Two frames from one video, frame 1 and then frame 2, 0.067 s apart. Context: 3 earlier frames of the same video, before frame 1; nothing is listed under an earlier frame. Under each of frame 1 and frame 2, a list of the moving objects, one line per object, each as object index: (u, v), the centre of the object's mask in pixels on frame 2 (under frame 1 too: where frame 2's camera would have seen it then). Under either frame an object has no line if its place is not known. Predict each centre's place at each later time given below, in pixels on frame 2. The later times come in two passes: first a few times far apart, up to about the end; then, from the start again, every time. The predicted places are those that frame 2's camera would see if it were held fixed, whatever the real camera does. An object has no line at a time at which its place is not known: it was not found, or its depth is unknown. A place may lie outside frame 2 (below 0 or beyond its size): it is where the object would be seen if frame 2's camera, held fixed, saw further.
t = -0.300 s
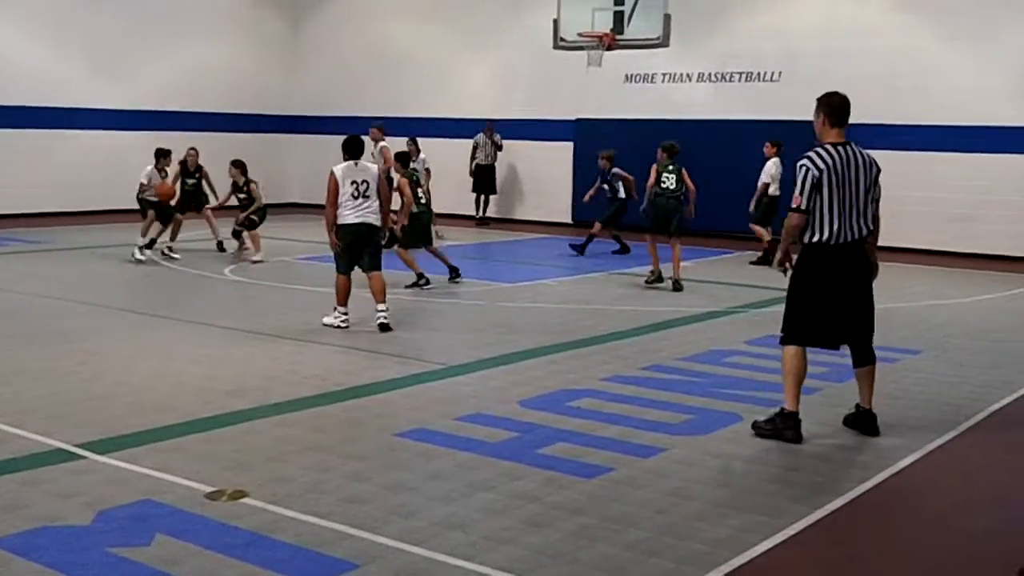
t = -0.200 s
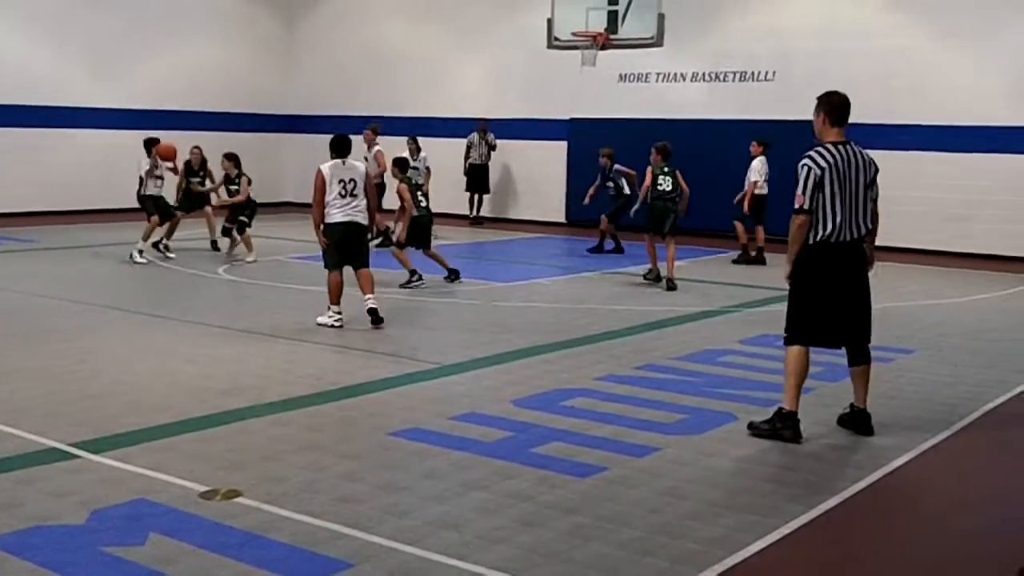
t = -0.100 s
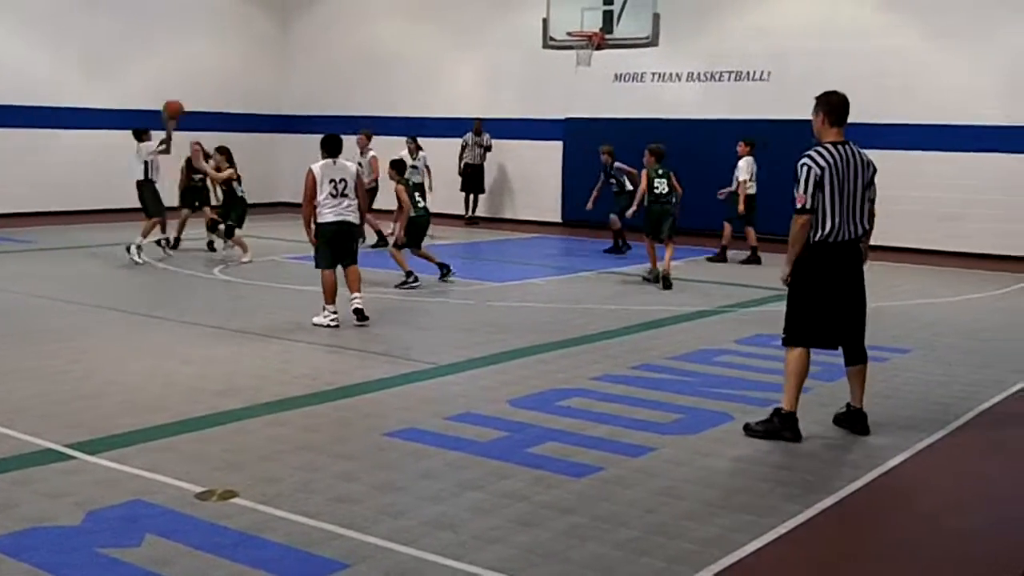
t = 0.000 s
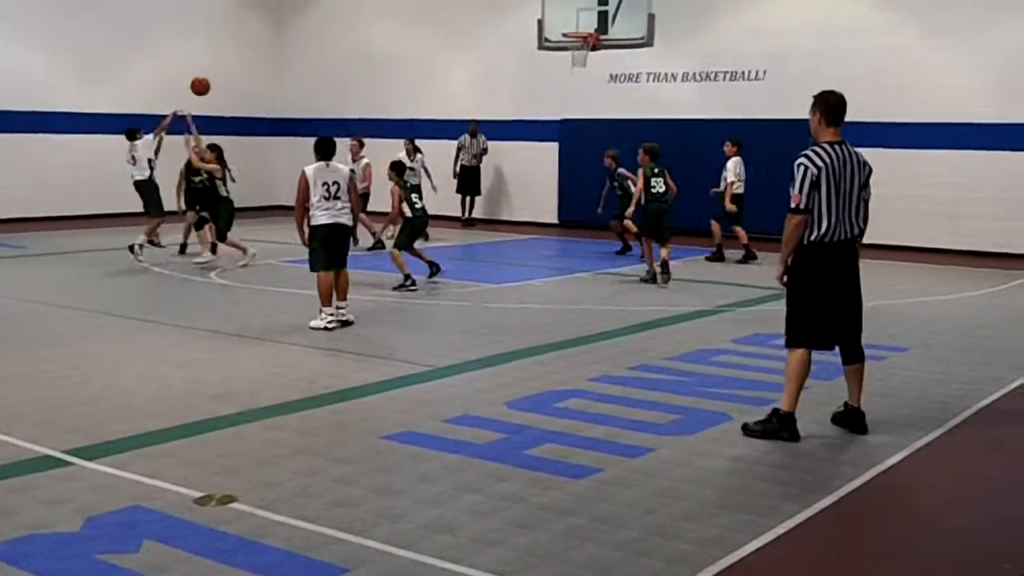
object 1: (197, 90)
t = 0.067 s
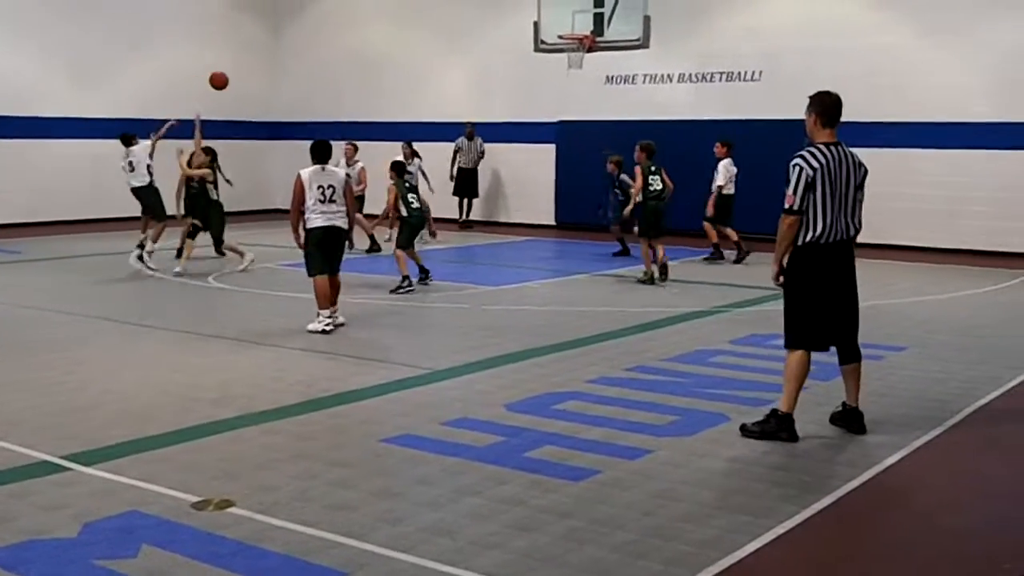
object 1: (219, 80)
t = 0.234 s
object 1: (266, 71)
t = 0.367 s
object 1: (301, 79)
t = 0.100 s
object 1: (229, 76)
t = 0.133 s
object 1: (238, 74)
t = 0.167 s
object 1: (248, 72)
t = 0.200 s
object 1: (257, 71)
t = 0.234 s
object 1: (266, 71)
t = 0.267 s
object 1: (275, 72)
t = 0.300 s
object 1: (284, 73)
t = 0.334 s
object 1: (292, 76)
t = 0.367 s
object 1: (301, 79)
